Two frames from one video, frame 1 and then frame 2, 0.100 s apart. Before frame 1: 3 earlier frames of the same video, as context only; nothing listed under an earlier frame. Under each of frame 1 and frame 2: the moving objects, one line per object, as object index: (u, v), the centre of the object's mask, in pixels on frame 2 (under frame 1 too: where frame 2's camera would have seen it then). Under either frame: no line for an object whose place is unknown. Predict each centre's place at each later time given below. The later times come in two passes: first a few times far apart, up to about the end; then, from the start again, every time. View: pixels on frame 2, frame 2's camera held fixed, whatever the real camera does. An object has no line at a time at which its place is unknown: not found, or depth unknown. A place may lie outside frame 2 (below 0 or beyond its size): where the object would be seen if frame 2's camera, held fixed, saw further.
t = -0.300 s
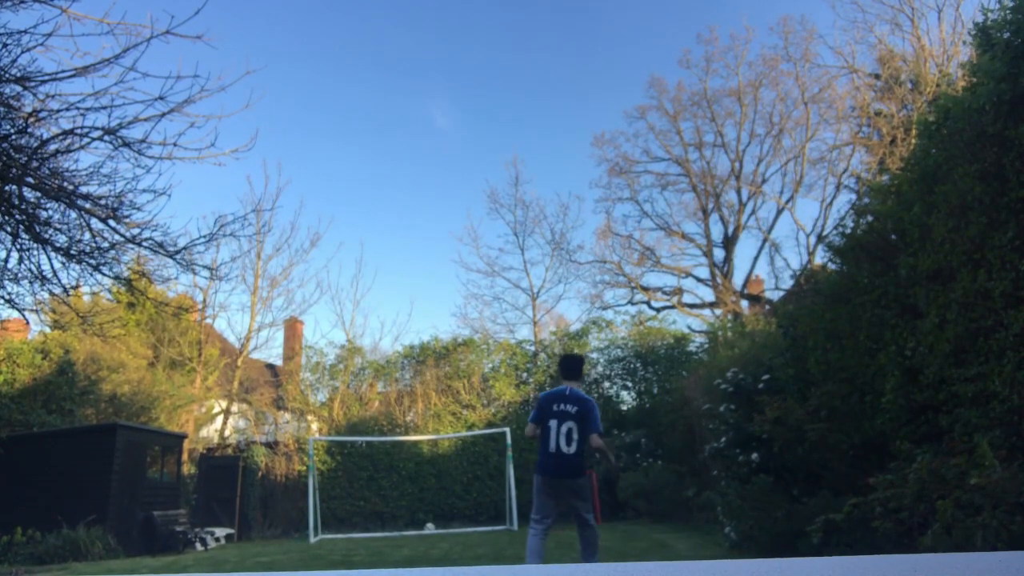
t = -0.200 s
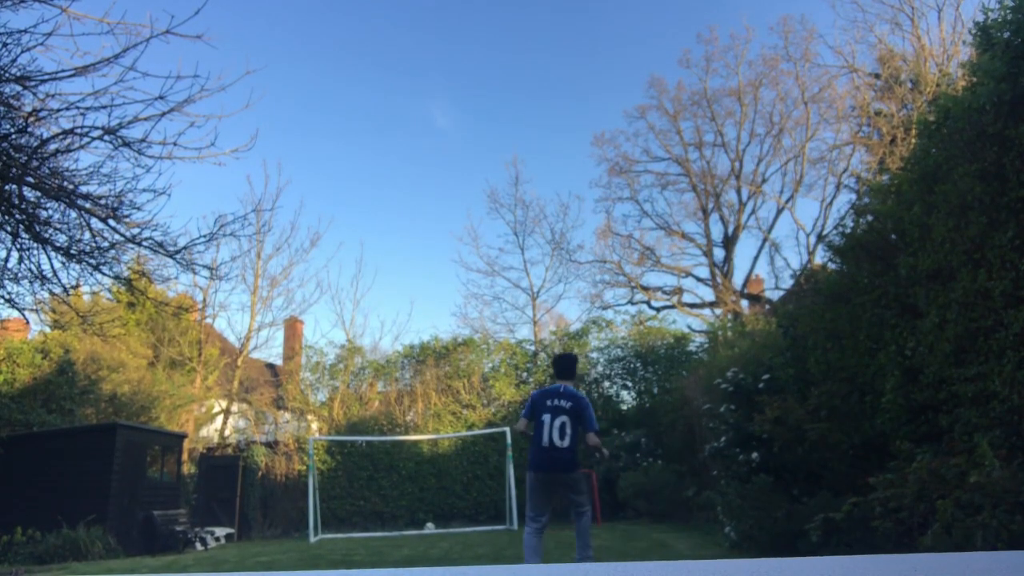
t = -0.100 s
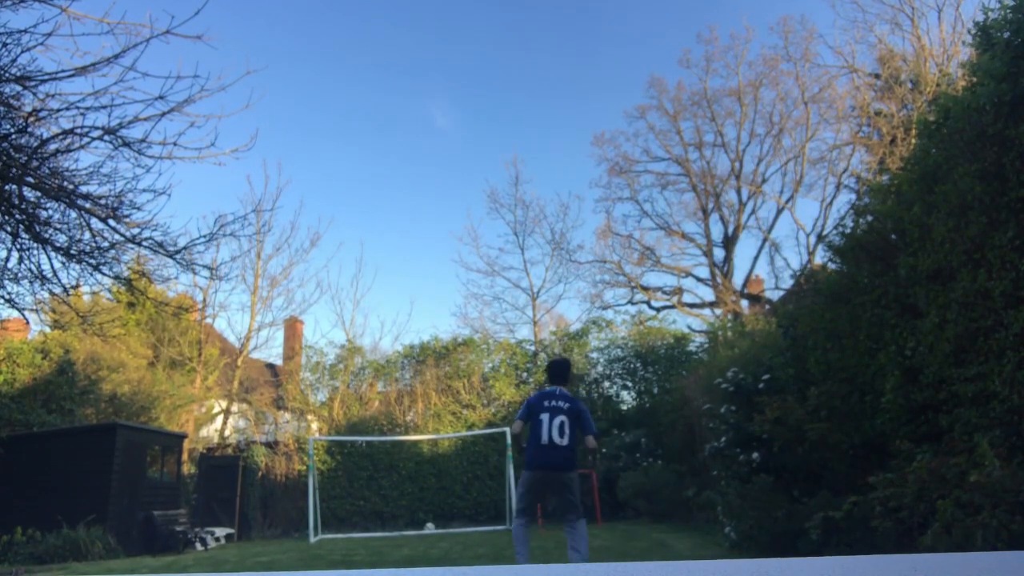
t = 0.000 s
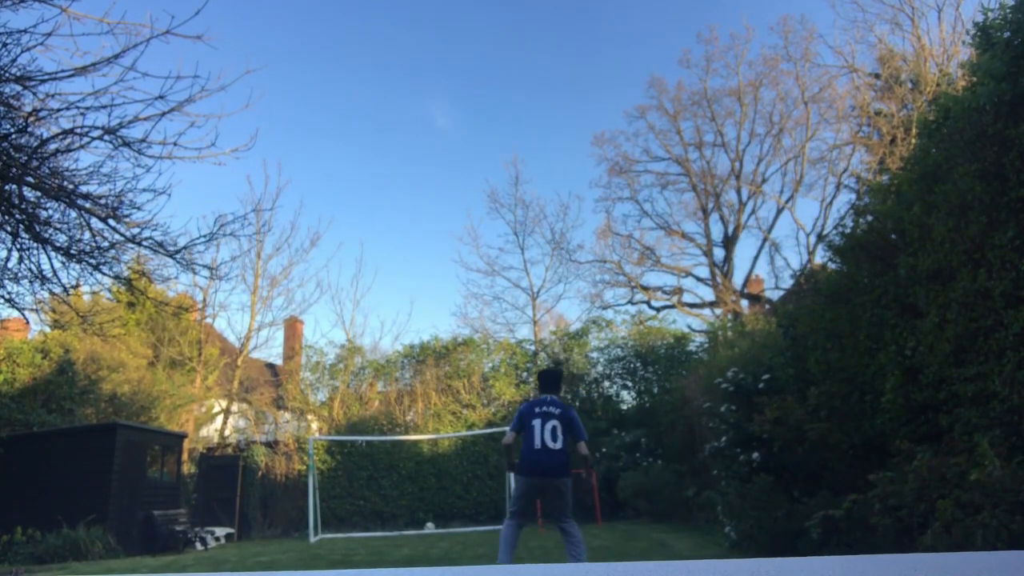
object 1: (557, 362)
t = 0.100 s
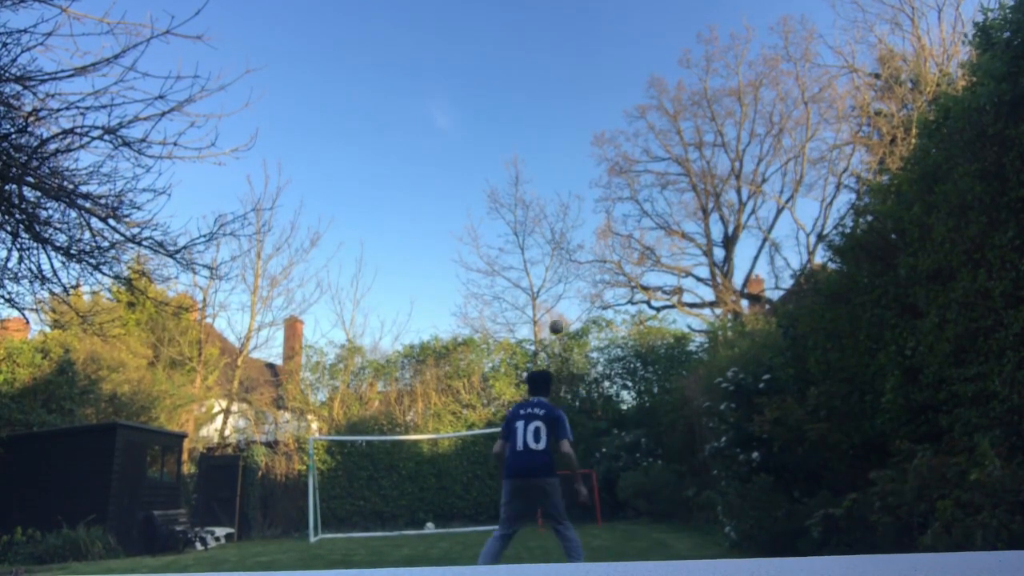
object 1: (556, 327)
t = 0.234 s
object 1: (554, 293)
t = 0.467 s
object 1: (551, 254)
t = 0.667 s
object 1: (550, 248)
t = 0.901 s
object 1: (550, 287)
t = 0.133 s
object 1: (556, 317)
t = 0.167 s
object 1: (555, 309)
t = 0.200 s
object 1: (555, 300)
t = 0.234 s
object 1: (554, 293)
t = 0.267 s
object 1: (554, 286)
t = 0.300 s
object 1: (553, 279)
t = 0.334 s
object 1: (553, 273)
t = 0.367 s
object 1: (552, 267)
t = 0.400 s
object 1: (552, 262)
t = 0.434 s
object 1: (552, 258)
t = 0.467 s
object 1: (551, 254)
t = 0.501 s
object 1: (551, 251)
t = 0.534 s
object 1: (551, 249)
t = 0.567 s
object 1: (550, 247)
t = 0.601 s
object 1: (550, 247)
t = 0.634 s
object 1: (550, 247)
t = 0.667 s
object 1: (550, 248)
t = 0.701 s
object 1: (550, 250)
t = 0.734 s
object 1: (550, 253)
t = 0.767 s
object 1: (550, 257)
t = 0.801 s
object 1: (550, 262)
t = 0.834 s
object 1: (550, 269)
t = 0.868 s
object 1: (550, 277)
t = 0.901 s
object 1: (550, 287)
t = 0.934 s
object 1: (550, 297)
